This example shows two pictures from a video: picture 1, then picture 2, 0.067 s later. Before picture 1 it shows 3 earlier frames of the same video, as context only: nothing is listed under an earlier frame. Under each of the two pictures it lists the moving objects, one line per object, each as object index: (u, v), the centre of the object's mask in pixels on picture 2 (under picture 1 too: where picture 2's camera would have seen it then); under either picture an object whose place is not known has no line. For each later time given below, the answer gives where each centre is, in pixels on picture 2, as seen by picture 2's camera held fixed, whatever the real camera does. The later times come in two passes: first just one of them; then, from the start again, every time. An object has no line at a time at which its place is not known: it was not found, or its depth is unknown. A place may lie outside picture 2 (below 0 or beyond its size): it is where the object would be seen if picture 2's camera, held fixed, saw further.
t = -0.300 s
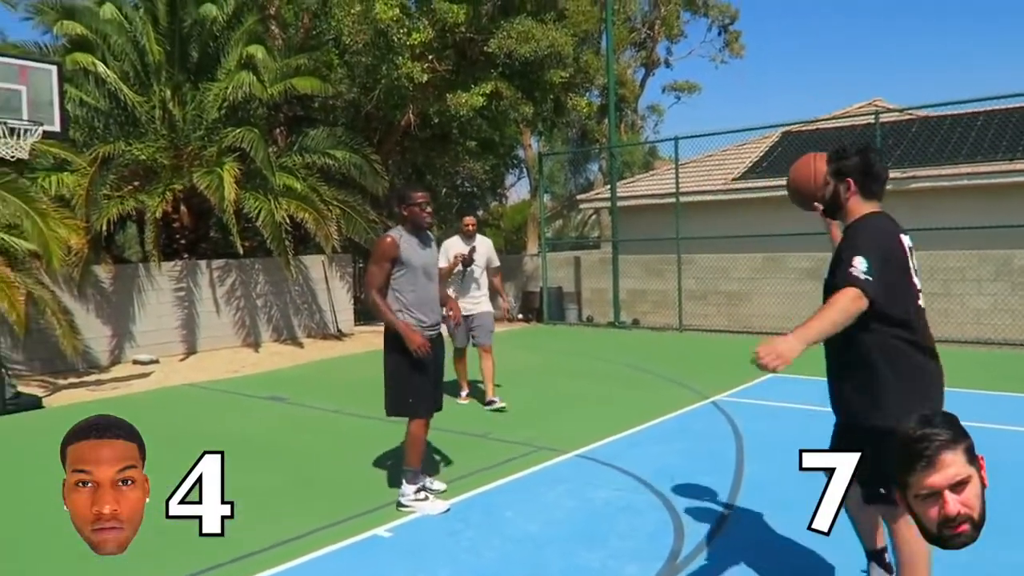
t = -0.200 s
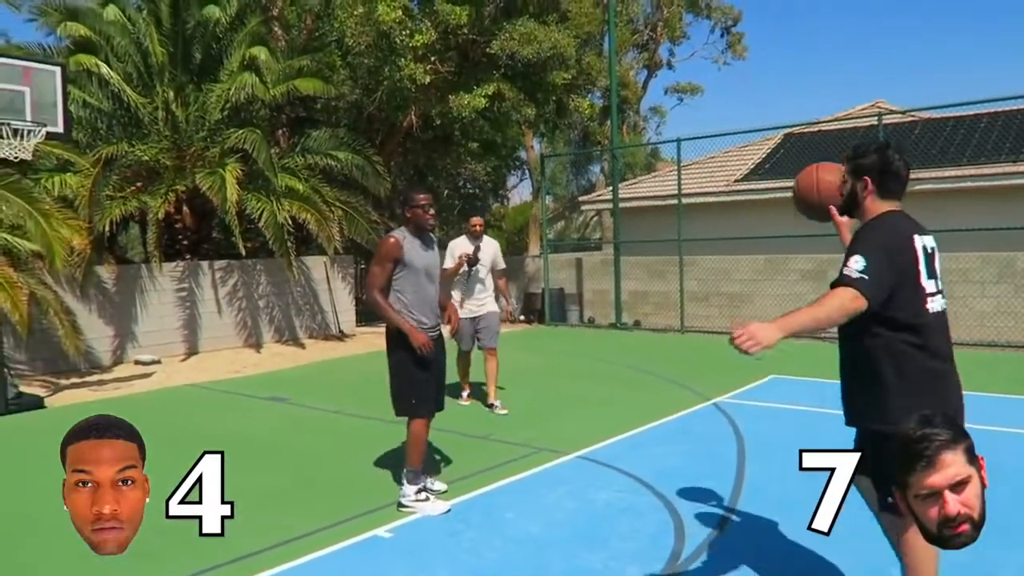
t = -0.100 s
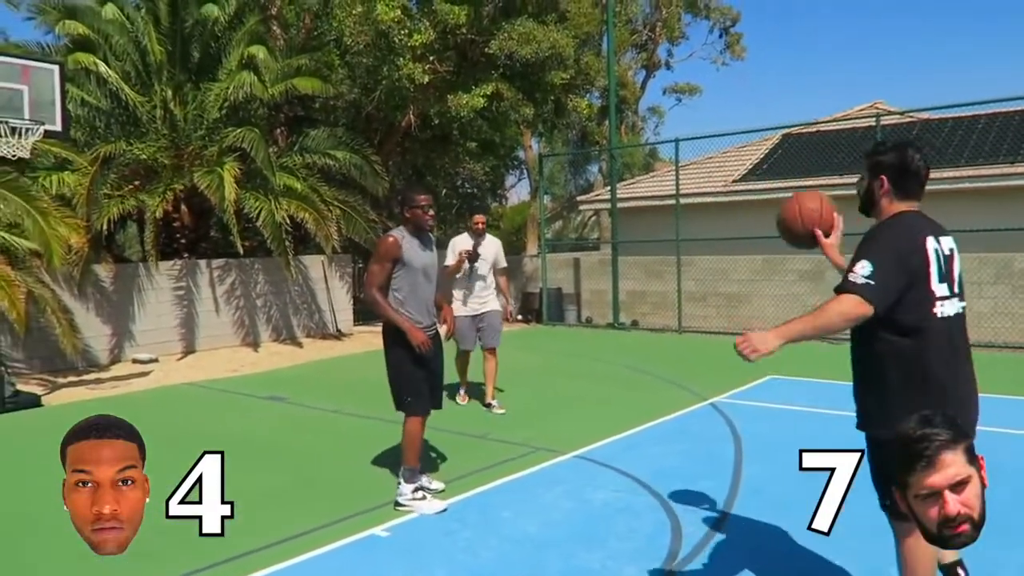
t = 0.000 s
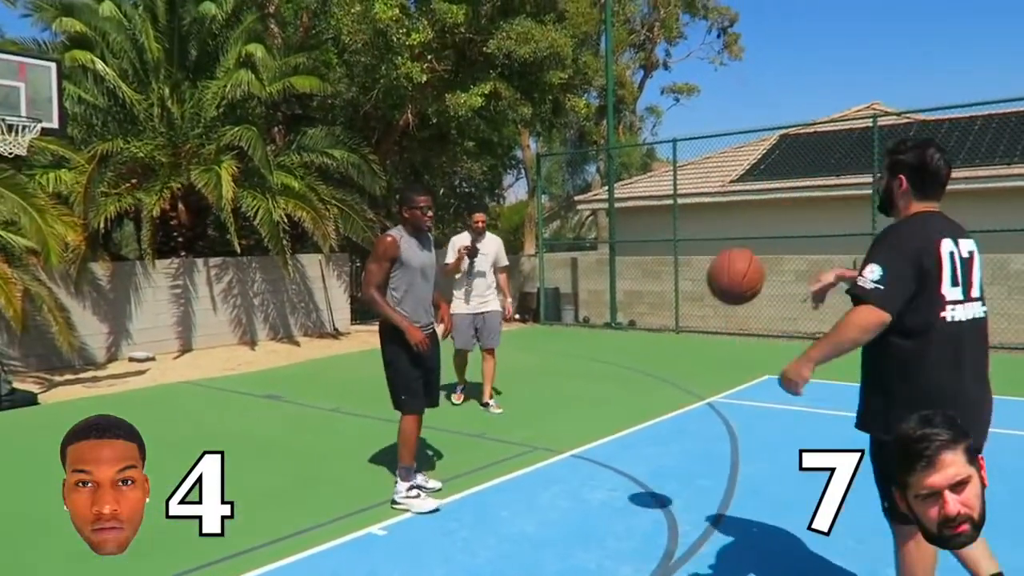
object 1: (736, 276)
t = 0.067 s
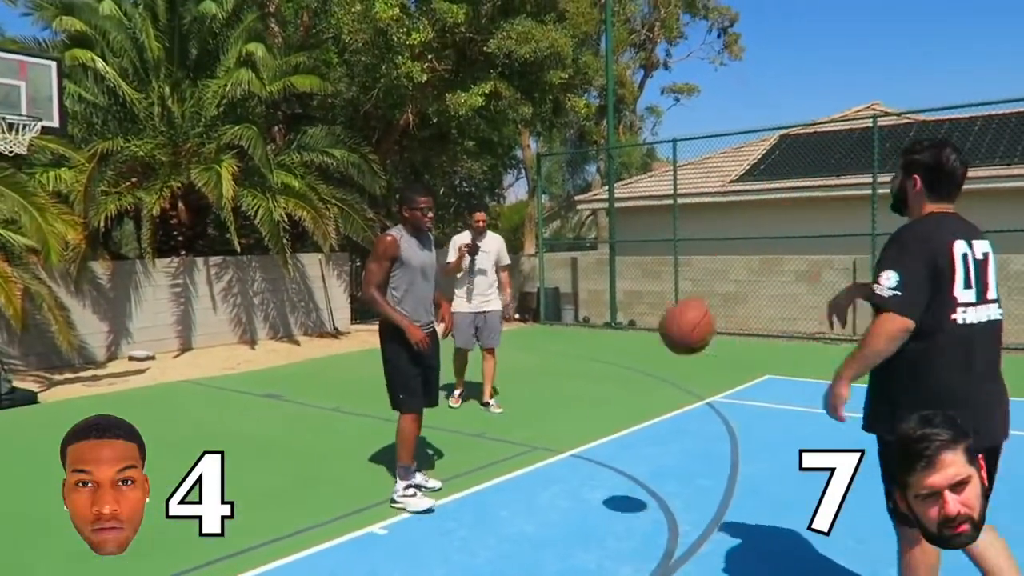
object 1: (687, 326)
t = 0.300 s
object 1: (548, 495)
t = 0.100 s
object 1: (663, 355)
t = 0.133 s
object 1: (640, 384)
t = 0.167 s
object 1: (619, 414)
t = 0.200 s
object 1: (599, 446)
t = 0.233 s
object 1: (579, 479)
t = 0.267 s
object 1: (560, 514)
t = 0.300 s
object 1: (548, 495)
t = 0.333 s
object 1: (538, 465)
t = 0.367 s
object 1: (529, 438)
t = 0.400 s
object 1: (519, 412)
